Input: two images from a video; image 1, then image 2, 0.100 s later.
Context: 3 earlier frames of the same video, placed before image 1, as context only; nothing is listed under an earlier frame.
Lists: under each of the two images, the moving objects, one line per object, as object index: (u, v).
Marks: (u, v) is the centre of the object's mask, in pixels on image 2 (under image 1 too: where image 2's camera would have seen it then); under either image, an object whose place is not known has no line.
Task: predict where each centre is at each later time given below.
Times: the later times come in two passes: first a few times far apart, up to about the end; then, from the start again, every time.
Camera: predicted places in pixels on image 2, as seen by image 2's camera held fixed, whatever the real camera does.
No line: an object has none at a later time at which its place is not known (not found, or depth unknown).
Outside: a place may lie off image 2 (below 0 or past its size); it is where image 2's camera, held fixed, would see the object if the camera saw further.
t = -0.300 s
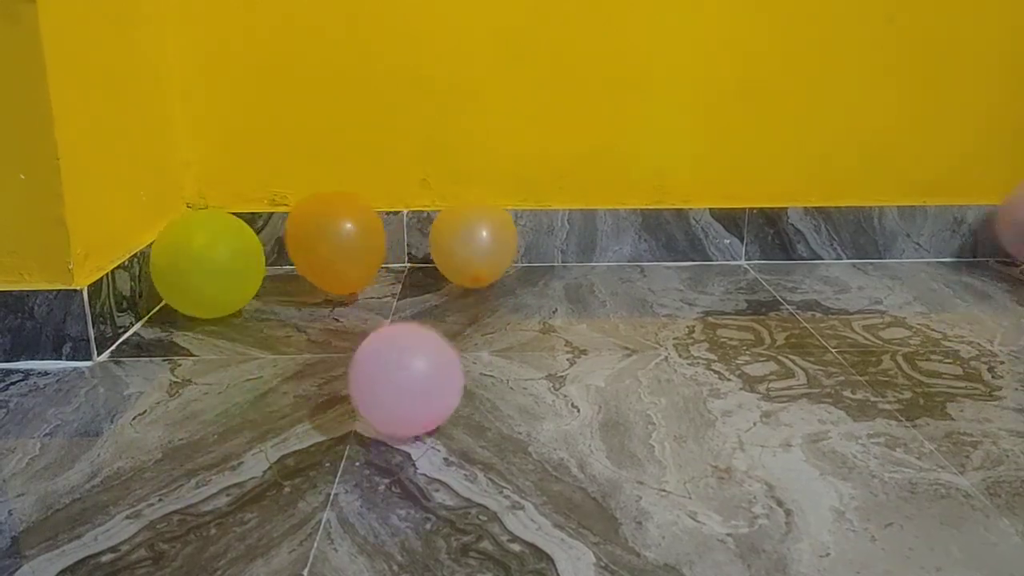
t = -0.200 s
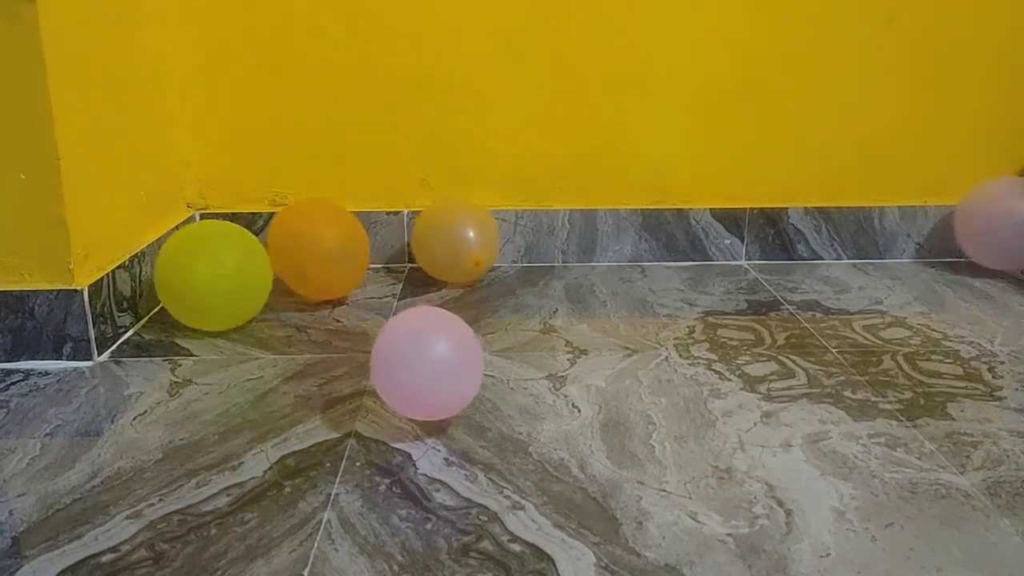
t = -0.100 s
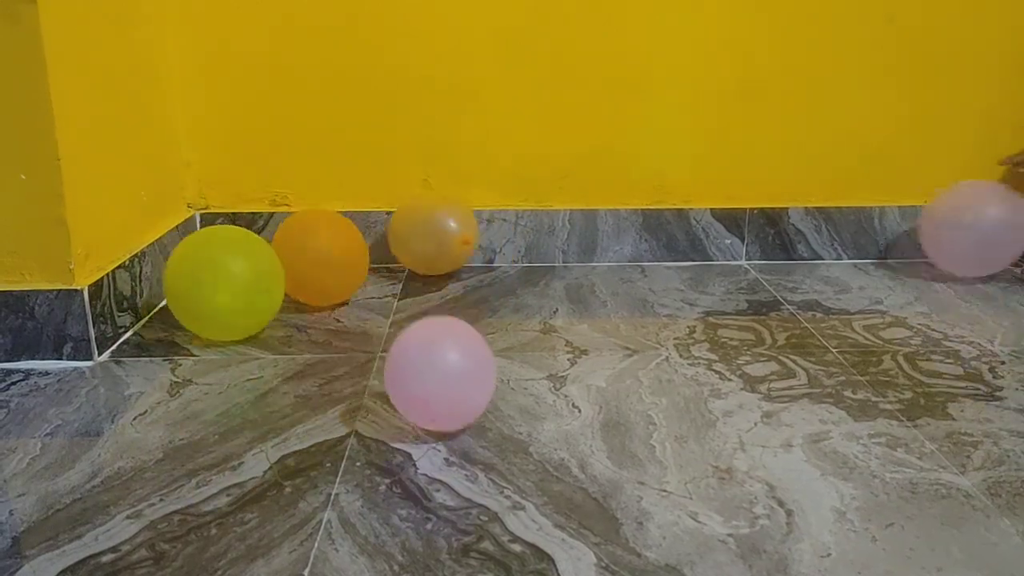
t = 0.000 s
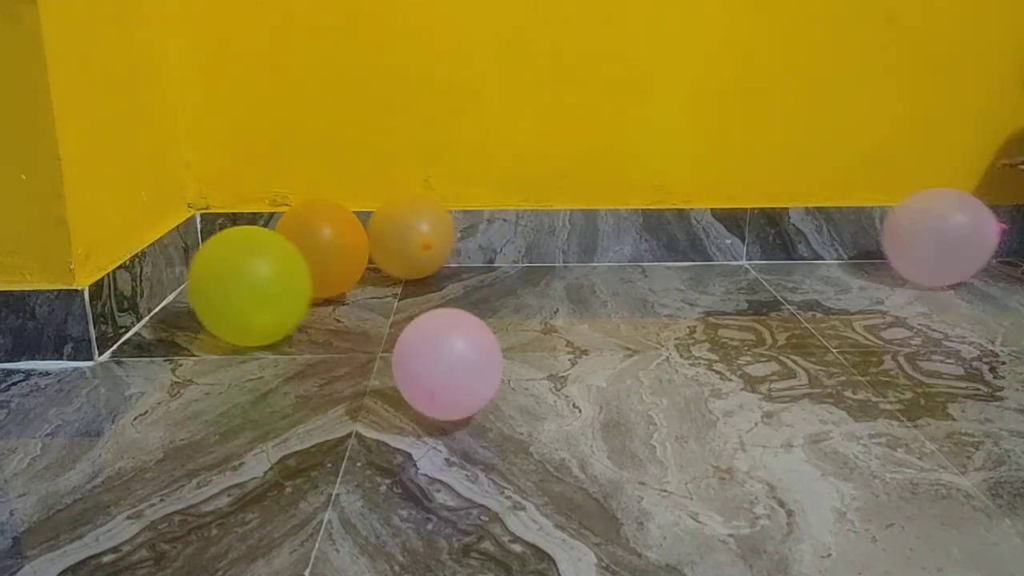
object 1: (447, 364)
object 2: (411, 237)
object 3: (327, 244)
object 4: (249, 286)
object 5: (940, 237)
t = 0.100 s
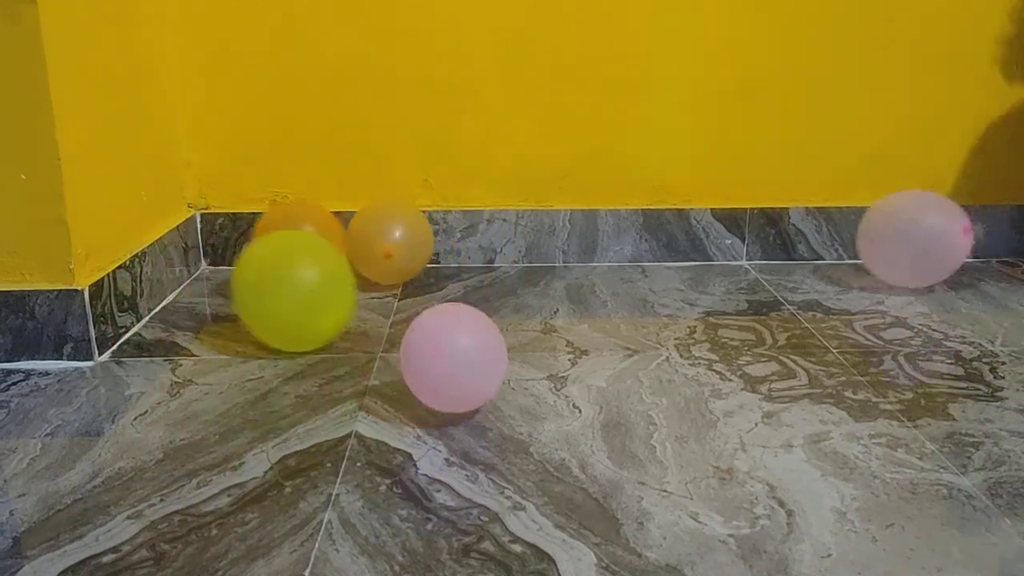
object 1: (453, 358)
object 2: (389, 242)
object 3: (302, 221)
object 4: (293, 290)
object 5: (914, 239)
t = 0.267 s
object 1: (457, 338)
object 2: (361, 221)
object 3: (236, 249)
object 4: (380, 287)
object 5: (880, 247)
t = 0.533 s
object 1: (522, 339)
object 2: (317, 234)
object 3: (180, 281)
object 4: (509, 265)
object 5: (837, 240)
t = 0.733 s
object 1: (564, 338)
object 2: (292, 244)
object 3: (188, 279)
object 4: (553, 257)
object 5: (803, 238)
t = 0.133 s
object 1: (456, 360)
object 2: (389, 239)
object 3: (269, 234)
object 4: (312, 291)
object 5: (907, 240)
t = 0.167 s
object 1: (458, 357)
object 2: (389, 232)
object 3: (259, 245)
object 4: (329, 291)
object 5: (899, 242)
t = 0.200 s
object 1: (458, 348)
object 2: (385, 225)
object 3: (256, 249)
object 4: (349, 291)
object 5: (892, 245)
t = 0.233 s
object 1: (459, 341)
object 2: (375, 220)
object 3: (248, 249)
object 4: (367, 289)
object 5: (885, 248)
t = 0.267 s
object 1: (457, 338)
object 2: (361, 221)
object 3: (236, 249)
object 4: (380, 287)
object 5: (880, 247)
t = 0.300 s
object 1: (457, 336)
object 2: (352, 230)
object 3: (225, 250)
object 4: (397, 282)
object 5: (875, 245)
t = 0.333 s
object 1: (458, 335)
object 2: (349, 237)
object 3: (215, 252)
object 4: (417, 277)
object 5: (869, 245)
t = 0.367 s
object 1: (464, 338)
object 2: (346, 242)
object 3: (207, 256)
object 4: (437, 274)
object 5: (864, 244)
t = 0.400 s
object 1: (476, 340)
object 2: (339, 242)
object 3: (198, 259)
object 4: (456, 272)
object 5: (859, 244)
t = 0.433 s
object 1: (488, 338)
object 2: (334, 240)
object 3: (189, 266)
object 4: (471, 269)
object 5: (852, 245)
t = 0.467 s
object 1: (500, 338)
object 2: (329, 236)
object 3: (183, 272)
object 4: (484, 268)
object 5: (847, 244)
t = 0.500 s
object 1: (512, 339)
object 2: (323, 235)
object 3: (180, 278)
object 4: (497, 267)
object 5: (842, 242)
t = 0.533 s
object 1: (522, 339)
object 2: (317, 234)
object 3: (180, 281)
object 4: (509, 265)
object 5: (837, 240)
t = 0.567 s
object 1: (532, 339)
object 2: (311, 233)
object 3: (180, 279)
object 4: (518, 263)
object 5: (832, 239)
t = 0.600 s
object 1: (541, 339)
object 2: (307, 234)
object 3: (180, 278)
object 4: (527, 262)
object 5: (826, 239)
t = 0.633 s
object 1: (548, 339)
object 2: (301, 234)
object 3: (181, 277)
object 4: (535, 260)
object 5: (820, 239)
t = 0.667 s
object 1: (554, 339)
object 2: (297, 235)
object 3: (182, 277)
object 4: (542, 259)
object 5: (814, 240)
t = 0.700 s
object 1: (560, 338)
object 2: (294, 239)
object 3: (185, 278)
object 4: (548, 258)
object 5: (809, 239)
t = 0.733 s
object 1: (564, 338)
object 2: (292, 244)
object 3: (188, 279)
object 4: (553, 257)
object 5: (803, 238)
